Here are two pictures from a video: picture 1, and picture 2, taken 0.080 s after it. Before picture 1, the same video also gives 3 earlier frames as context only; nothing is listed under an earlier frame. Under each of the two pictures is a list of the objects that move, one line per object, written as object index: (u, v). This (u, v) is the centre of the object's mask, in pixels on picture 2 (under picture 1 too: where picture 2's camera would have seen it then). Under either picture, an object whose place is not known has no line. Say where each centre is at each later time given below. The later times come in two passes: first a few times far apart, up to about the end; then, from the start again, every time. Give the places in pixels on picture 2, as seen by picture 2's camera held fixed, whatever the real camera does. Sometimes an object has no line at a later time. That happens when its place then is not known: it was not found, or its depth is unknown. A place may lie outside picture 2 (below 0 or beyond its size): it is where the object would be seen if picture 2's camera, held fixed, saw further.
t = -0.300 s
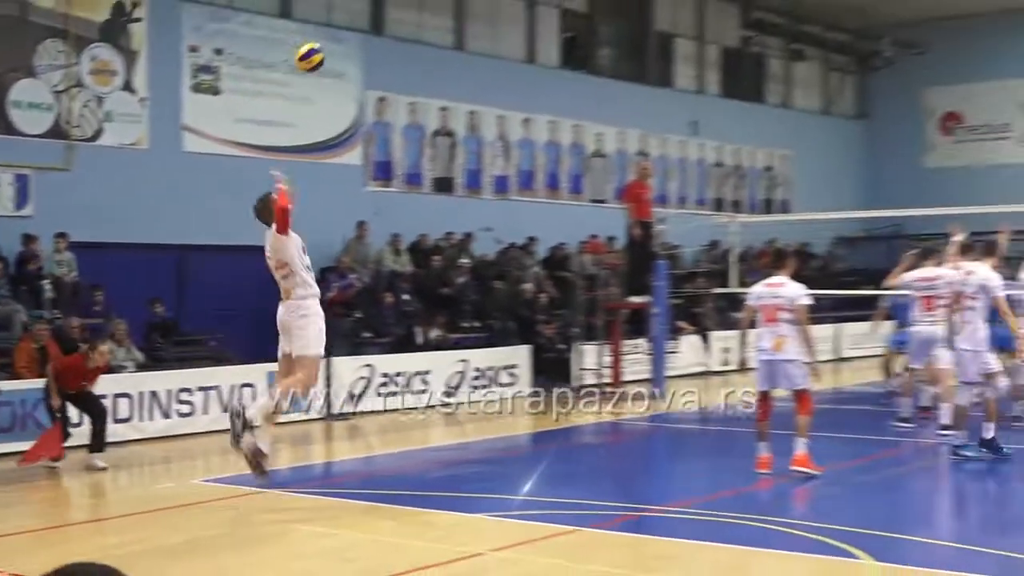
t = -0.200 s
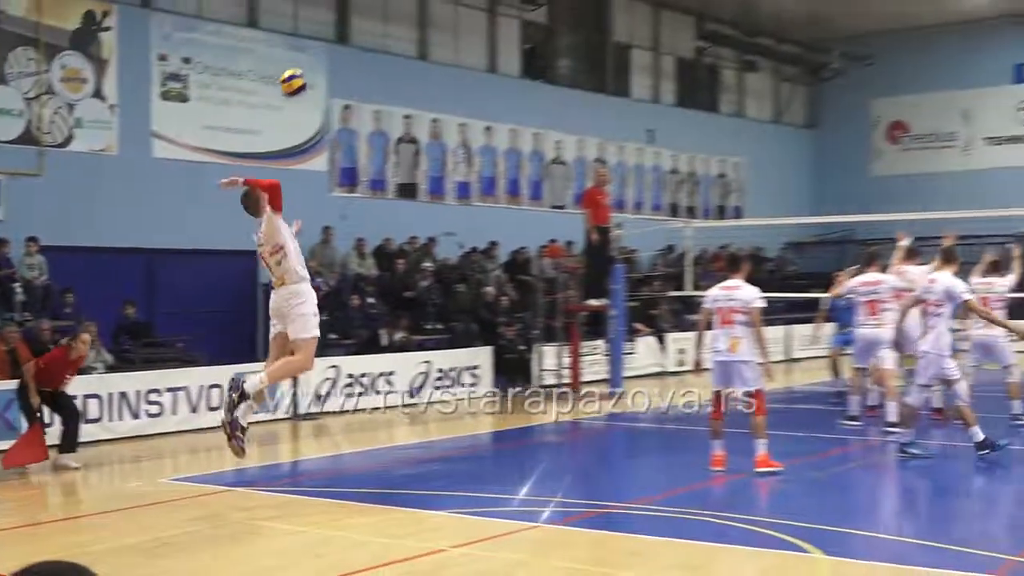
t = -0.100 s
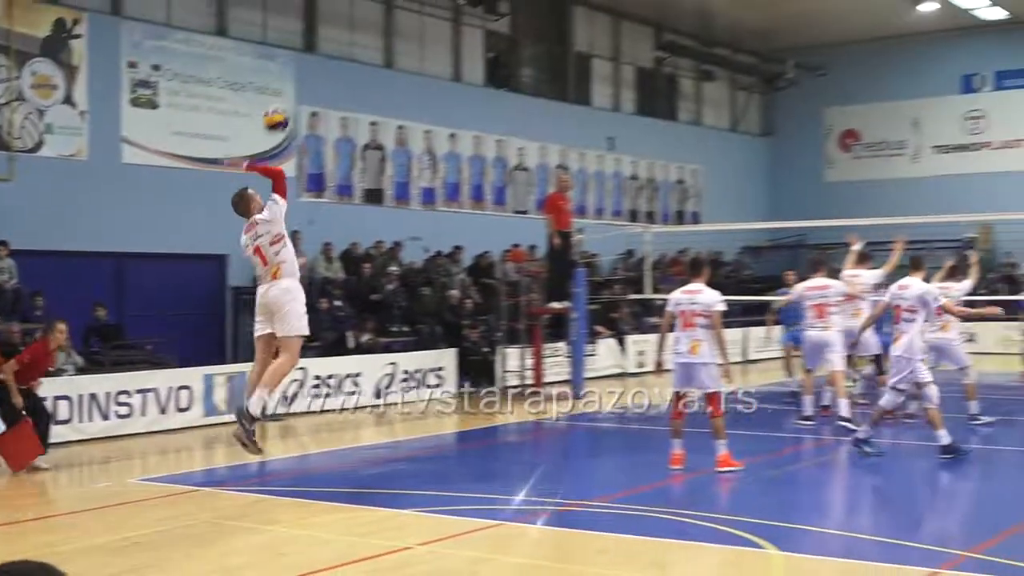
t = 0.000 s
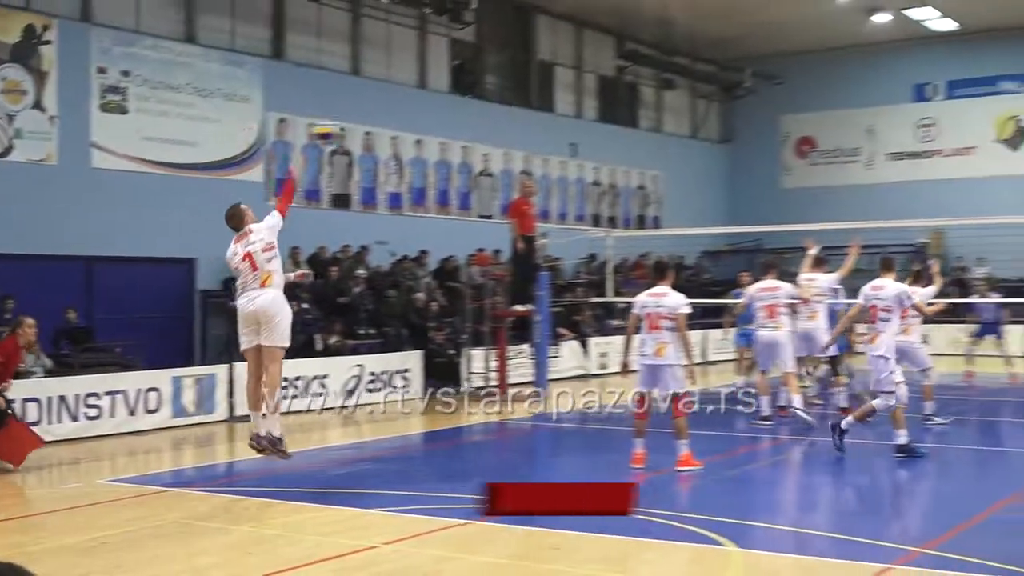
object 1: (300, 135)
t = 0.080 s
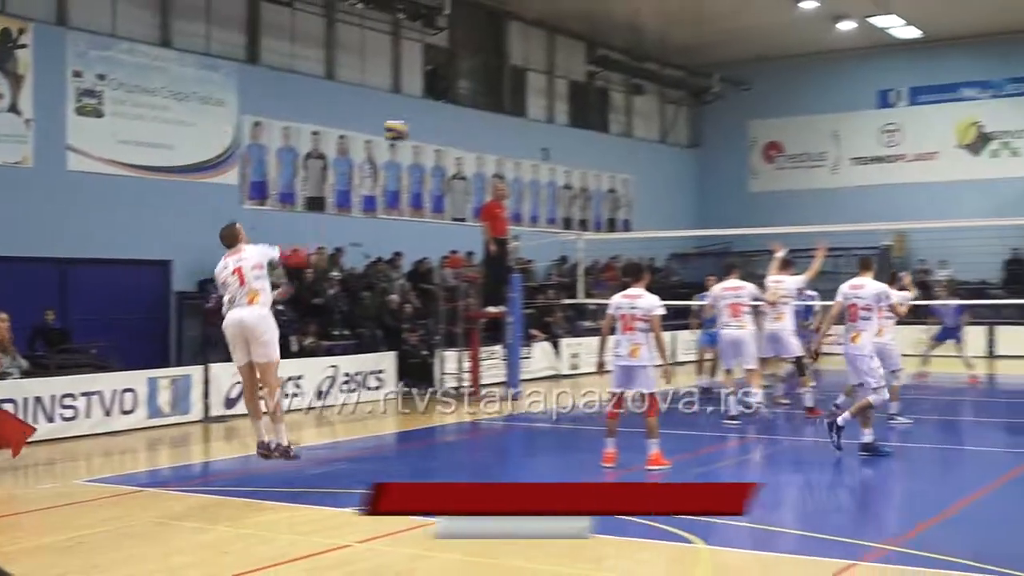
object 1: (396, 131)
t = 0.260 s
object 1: (556, 134)
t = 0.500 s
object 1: (699, 172)
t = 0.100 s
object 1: (416, 130)
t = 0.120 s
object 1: (436, 129)
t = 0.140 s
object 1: (455, 129)
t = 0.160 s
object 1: (474, 129)
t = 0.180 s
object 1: (491, 130)
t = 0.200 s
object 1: (509, 131)
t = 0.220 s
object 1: (525, 131)
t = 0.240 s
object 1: (541, 133)
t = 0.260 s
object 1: (556, 134)
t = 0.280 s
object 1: (570, 135)
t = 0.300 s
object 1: (584, 138)
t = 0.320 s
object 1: (598, 140)
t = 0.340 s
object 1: (612, 143)
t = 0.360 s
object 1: (624, 146)
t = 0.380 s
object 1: (636, 150)
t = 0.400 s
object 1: (647, 152)
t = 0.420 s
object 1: (658, 154)
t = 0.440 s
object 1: (669, 159)
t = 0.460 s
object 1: (678, 165)
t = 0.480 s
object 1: (688, 169)
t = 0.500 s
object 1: (699, 172)
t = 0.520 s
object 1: (708, 176)
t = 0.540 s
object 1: (717, 181)
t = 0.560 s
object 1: (726, 185)
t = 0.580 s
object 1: (734, 189)
